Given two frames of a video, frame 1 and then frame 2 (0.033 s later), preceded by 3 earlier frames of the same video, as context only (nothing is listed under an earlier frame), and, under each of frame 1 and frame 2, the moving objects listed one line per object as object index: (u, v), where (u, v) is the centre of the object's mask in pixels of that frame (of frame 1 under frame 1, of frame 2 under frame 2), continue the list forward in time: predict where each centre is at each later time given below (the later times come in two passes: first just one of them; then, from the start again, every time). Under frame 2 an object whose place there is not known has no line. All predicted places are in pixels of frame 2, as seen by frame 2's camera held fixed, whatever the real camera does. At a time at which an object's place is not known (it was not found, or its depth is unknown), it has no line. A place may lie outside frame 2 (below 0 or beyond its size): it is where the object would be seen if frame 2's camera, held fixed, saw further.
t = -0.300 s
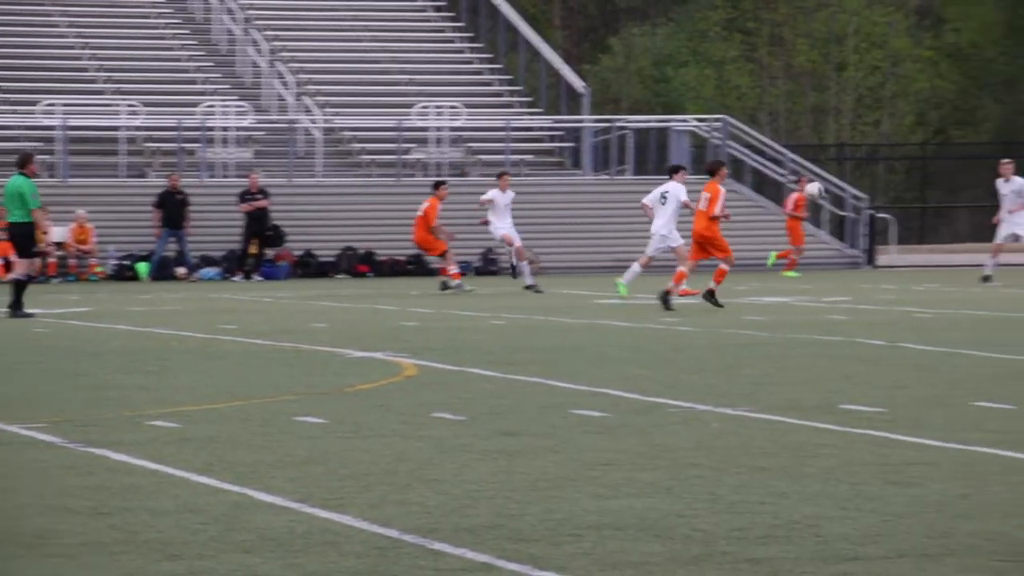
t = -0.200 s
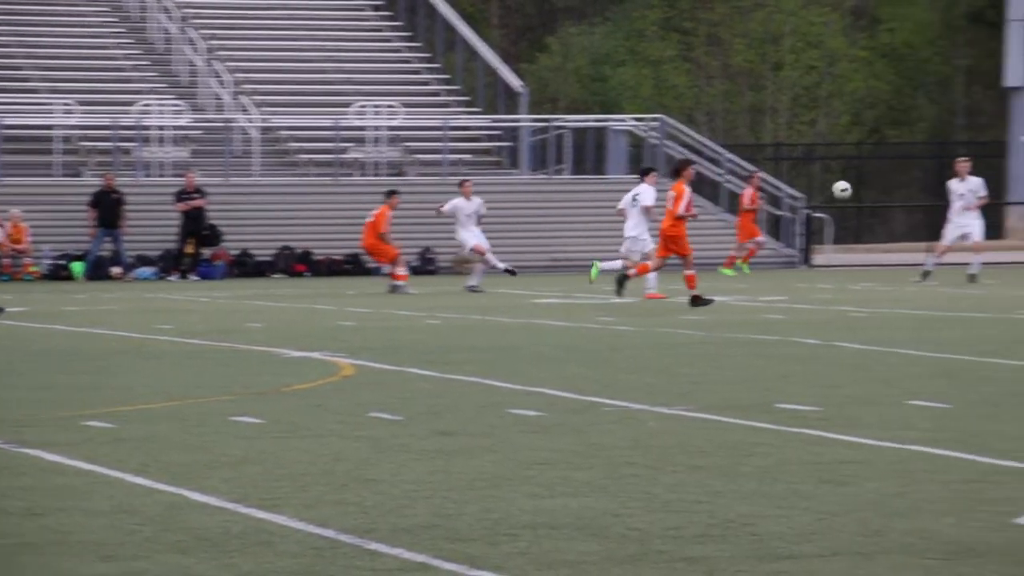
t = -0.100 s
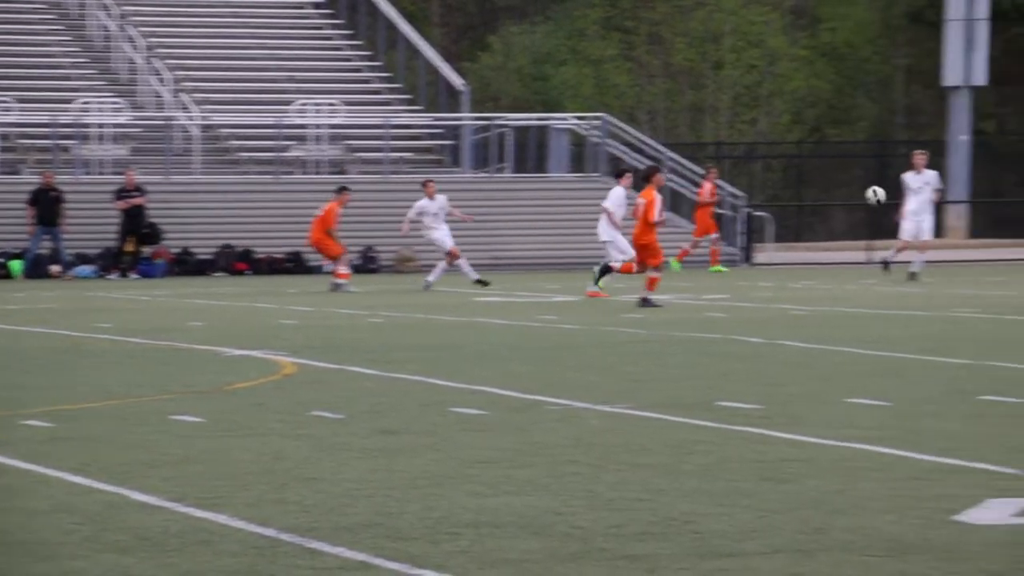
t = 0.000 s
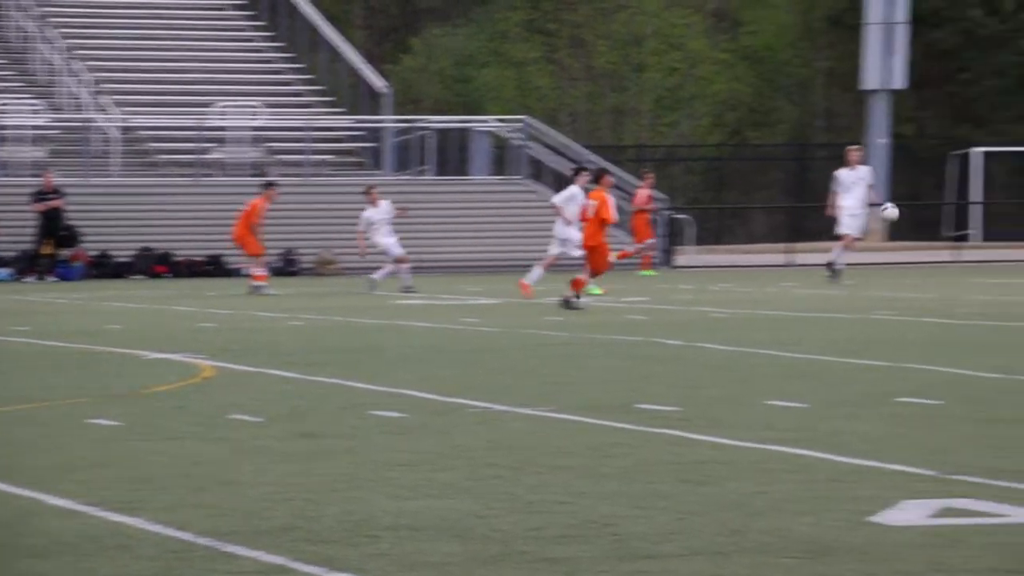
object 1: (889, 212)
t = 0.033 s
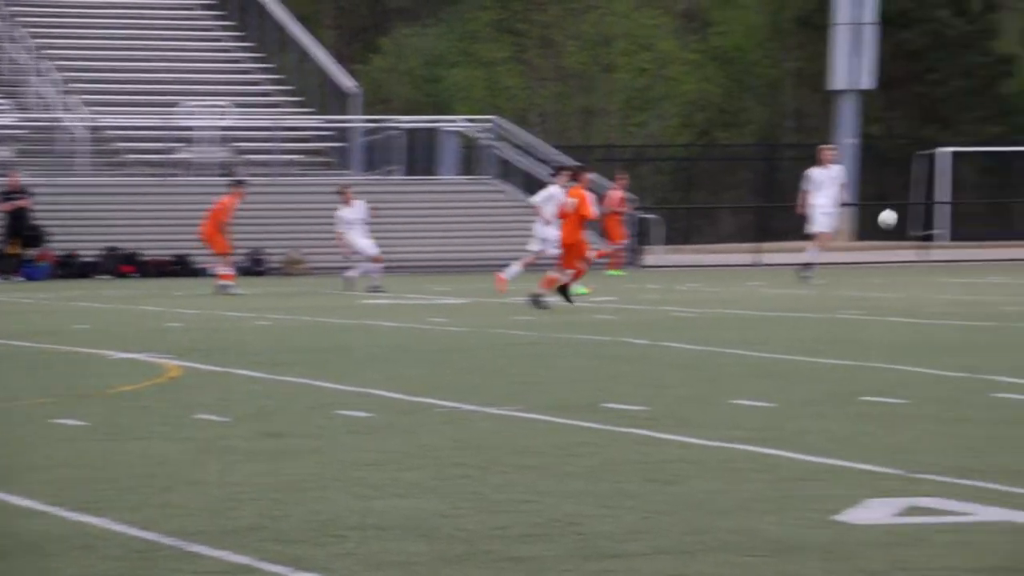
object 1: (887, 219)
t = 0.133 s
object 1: (986, 244)
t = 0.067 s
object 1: (920, 227)
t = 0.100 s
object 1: (954, 234)
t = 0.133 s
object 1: (986, 244)
